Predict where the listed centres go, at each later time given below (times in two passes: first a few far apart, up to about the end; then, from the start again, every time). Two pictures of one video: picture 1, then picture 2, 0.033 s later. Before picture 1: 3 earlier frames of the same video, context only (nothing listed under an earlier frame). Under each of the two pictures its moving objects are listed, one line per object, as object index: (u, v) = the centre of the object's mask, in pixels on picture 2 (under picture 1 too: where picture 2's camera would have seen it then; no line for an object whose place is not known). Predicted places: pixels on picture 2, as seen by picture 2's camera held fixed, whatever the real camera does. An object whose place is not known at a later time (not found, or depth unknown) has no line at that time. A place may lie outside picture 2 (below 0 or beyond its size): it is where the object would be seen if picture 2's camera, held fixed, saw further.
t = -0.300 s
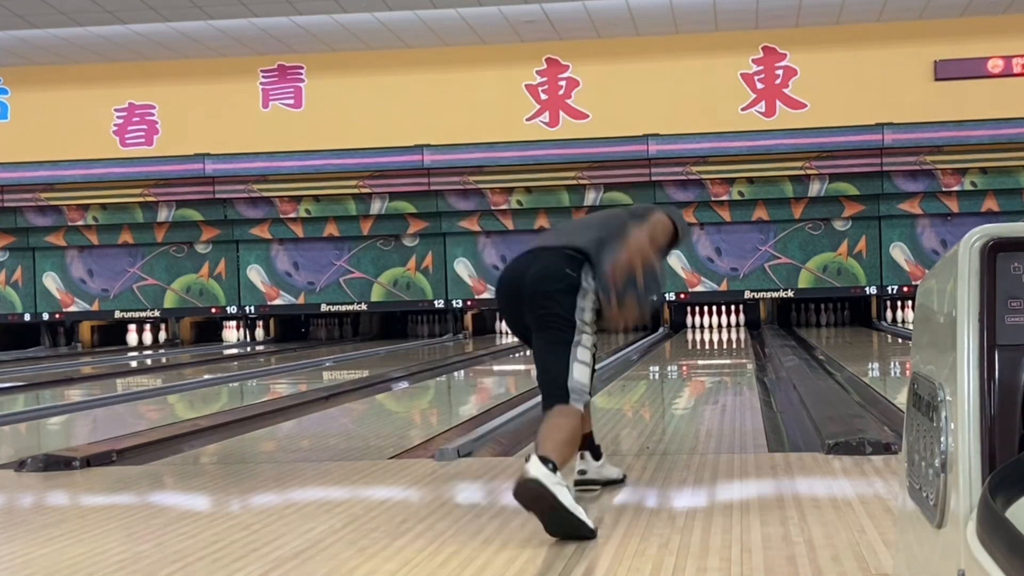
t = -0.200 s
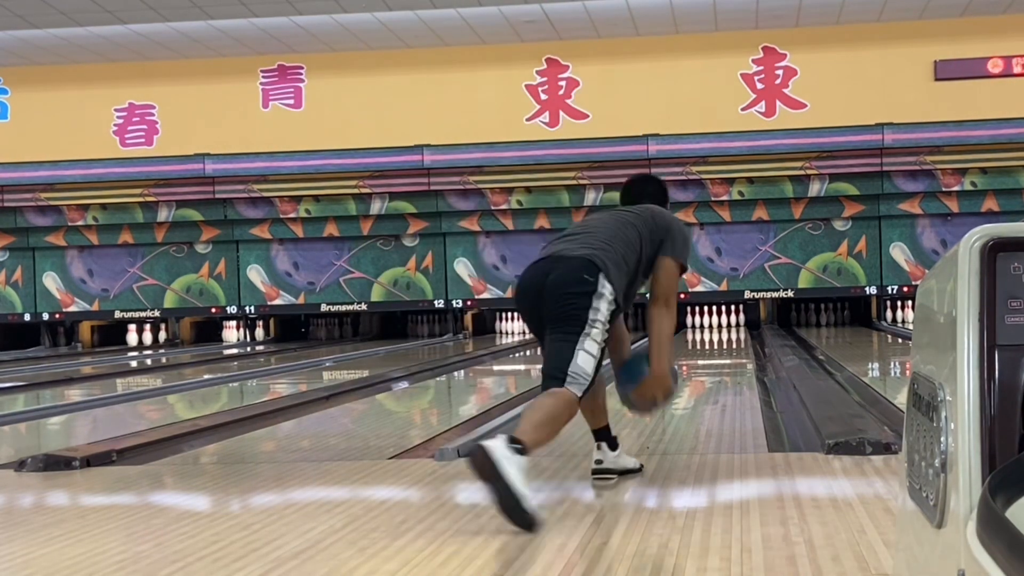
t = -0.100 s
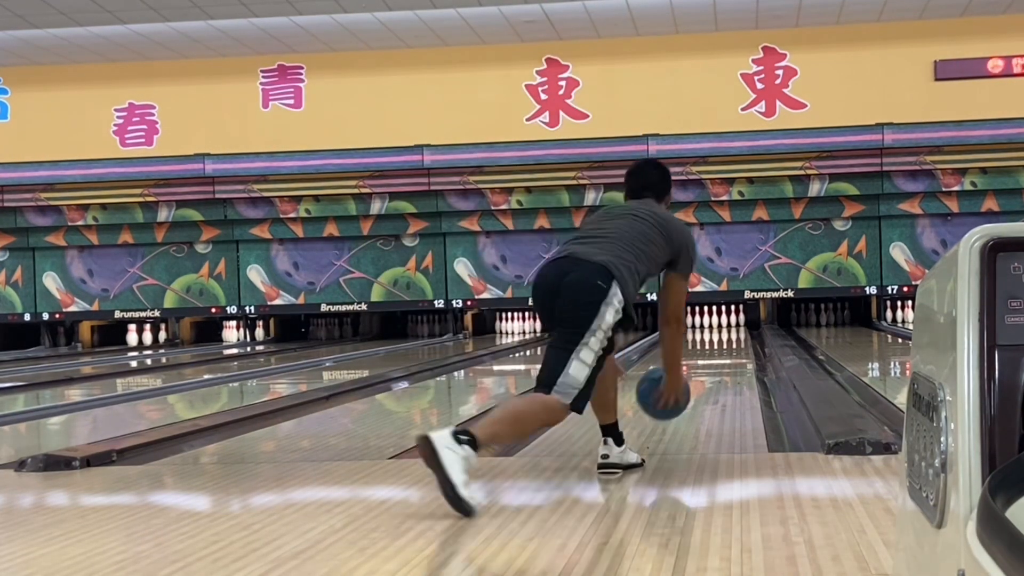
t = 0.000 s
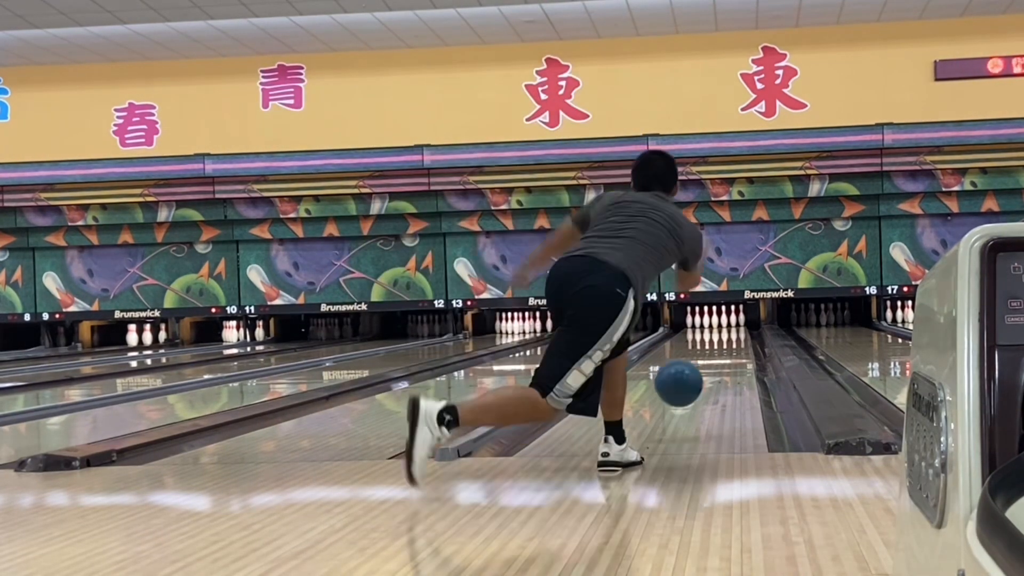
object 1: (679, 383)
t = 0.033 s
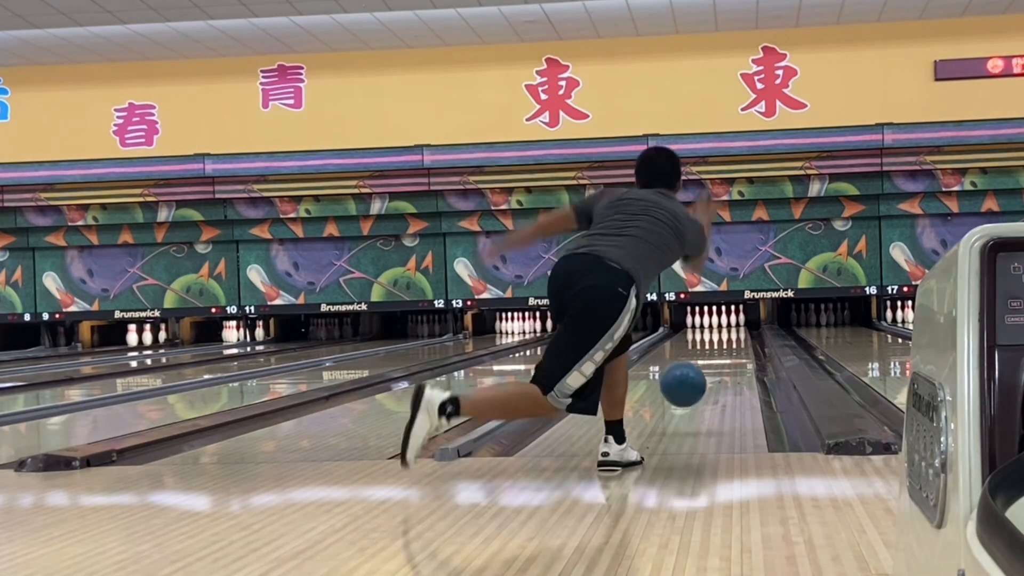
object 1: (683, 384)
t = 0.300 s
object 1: (709, 382)
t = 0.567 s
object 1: (722, 364)
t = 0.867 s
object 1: (731, 351)
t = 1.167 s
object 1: (735, 342)
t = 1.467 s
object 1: (737, 335)
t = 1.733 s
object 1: (735, 331)
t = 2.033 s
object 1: (732, 327)
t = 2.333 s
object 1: (726, 324)
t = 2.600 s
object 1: (725, 321)
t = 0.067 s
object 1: (687, 388)
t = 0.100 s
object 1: (691, 394)
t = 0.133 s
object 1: (695, 399)
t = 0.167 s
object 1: (698, 395)
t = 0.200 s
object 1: (701, 392)
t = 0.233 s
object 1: (704, 389)
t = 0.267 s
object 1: (706, 386)
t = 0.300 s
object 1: (709, 382)
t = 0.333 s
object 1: (711, 380)
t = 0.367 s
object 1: (713, 377)
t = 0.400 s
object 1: (715, 375)
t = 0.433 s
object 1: (716, 372)
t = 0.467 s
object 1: (718, 370)
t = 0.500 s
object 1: (719, 368)
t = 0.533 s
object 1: (721, 367)
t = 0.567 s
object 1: (722, 364)
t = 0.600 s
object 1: (723, 363)
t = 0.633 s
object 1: (725, 361)
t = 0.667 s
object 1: (726, 359)
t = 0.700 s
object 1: (727, 358)
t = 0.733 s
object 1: (728, 357)
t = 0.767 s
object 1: (729, 355)
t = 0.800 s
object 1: (729, 354)
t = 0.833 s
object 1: (734, 355)
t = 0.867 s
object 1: (731, 351)
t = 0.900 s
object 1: (731, 350)
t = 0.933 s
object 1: (732, 349)
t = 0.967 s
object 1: (733, 348)
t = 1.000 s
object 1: (734, 347)
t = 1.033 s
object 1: (734, 346)
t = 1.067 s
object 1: (734, 345)
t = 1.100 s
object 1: (735, 344)
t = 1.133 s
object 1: (735, 343)
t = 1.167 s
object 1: (735, 342)
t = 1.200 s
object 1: (736, 341)
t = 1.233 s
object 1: (736, 341)
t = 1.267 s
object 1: (736, 340)
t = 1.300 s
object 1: (736, 339)
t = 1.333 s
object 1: (737, 338)
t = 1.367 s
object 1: (737, 337)
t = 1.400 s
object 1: (737, 337)
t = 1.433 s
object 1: (737, 336)
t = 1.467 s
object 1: (737, 335)
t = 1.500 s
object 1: (737, 335)
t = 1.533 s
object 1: (738, 335)
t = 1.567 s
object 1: (737, 333)
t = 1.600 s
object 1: (737, 333)
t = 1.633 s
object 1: (736, 332)
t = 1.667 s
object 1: (736, 332)
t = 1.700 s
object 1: (736, 331)
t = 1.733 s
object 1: (735, 331)
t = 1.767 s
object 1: (735, 330)
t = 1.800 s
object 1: (735, 330)
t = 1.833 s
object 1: (735, 329)
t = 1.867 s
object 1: (734, 329)
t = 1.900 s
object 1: (734, 329)
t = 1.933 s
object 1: (734, 328)
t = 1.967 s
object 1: (733, 328)
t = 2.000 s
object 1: (733, 327)
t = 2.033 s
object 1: (732, 327)
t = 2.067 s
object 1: (731, 326)
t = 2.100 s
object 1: (730, 326)
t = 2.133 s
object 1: (730, 326)
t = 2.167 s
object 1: (729, 325)
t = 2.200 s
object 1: (728, 325)
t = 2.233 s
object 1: (727, 325)
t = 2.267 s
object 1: (727, 325)
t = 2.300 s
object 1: (726, 325)
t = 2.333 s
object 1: (726, 324)
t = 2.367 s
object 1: (726, 323)
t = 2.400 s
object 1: (724, 325)
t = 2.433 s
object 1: (724, 323)
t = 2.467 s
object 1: (723, 323)
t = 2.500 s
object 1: (723, 323)
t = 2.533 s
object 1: (723, 323)
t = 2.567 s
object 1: (723, 322)
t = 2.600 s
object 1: (725, 321)
